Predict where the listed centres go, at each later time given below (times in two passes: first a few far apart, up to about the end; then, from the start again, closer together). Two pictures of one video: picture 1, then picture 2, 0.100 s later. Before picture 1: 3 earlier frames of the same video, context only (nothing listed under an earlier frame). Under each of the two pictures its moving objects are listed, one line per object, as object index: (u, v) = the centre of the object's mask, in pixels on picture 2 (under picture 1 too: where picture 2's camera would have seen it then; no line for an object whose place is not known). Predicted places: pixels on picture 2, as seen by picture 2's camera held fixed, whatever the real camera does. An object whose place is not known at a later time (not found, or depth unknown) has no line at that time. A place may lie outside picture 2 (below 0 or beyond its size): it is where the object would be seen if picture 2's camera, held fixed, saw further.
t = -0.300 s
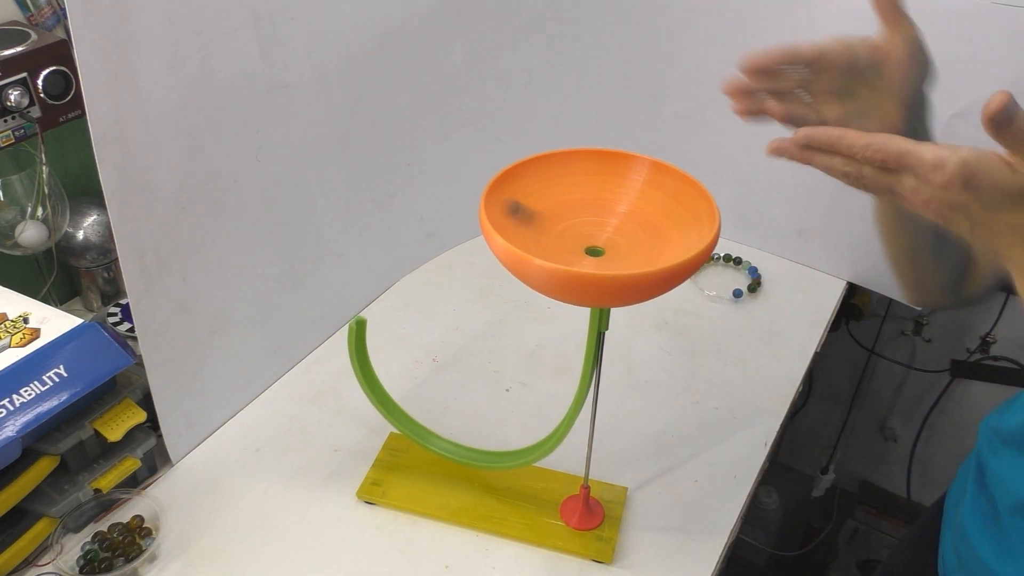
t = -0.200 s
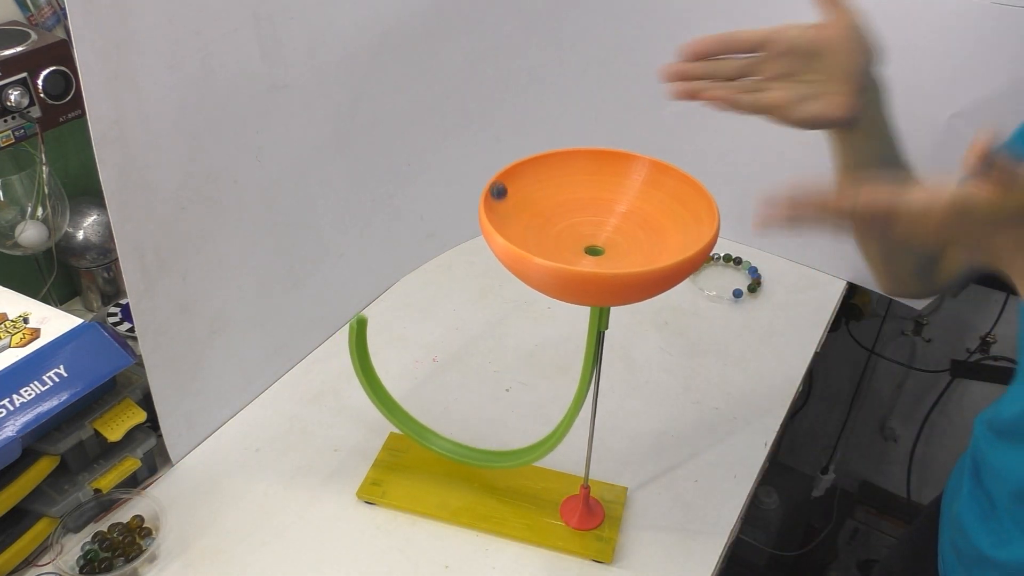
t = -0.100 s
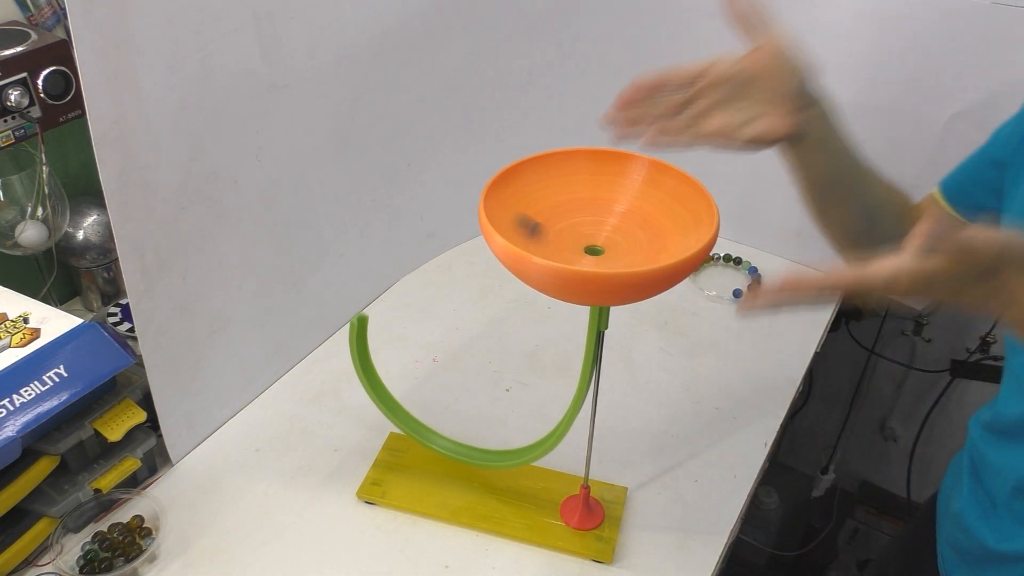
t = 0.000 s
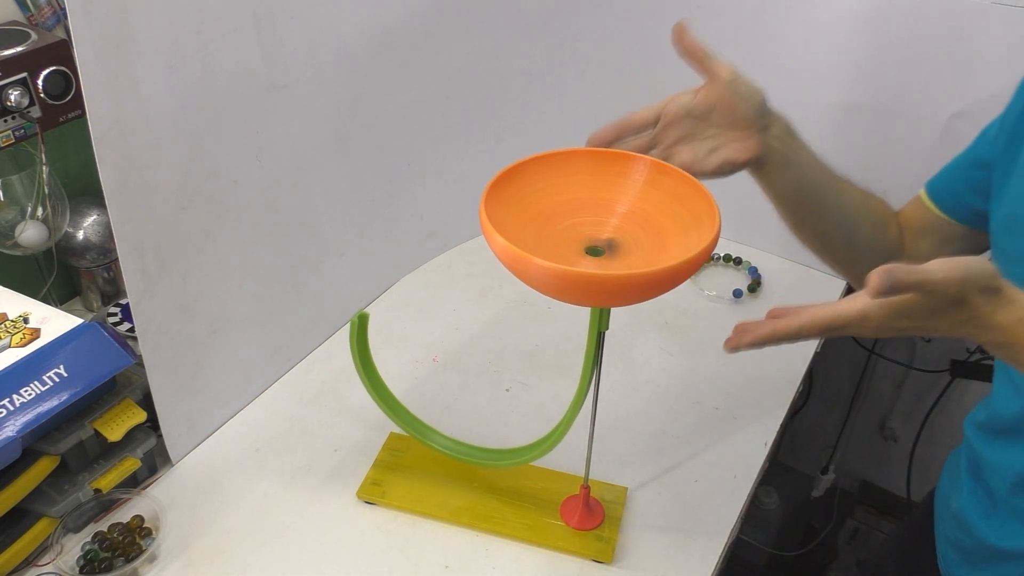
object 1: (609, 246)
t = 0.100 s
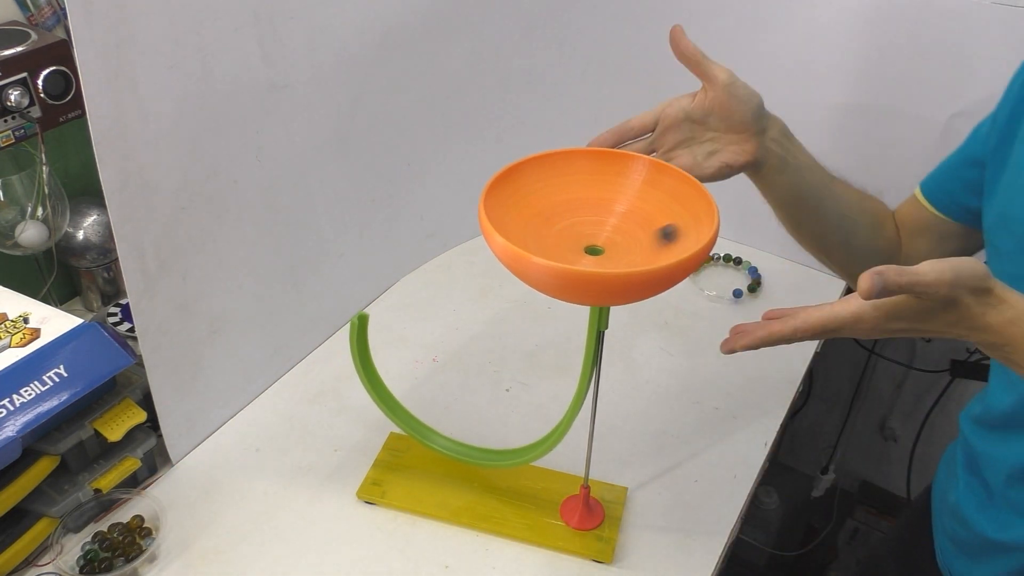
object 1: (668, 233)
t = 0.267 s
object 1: (651, 229)
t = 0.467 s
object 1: (521, 217)
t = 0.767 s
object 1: (602, 243)
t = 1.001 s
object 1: (642, 222)
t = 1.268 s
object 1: (558, 238)
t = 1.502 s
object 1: (568, 248)
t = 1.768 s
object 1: (628, 228)
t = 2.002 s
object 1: (593, 234)
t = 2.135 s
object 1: (570, 244)
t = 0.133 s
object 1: (677, 229)
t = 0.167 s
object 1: (679, 227)
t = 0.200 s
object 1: (675, 227)
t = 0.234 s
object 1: (664, 227)
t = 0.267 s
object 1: (651, 229)
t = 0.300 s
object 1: (631, 231)
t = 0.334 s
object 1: (606, 233)
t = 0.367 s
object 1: (579, 232)
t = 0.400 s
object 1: (559, 229)
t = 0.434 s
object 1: (537, 223)
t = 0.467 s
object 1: (521, 217)
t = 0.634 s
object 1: (524, 227)
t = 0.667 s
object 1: (538, 233)
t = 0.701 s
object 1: (557, 240)
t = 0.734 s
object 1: (579, 244)
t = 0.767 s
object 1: (602, 243)
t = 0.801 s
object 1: (620, 240)
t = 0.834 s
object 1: (636, 233)
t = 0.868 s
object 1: (646, 228)
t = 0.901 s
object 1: (650, 224)
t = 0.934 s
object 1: (650, 222)
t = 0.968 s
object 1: (648, 221)
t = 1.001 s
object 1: (642, 222)
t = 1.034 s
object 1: (634, 224)
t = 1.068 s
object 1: (624, 226)
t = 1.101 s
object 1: (613, 229)
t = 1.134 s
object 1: (600, 232)
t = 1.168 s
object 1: (587, 235)
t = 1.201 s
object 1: (576, 236)
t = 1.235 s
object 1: (566, 237)
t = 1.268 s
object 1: (558, 238)
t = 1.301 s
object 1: (553, 240)
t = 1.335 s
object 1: (551, 241)
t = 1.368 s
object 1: (551, 242)
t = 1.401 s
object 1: (552, 243)
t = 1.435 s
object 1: (555, 245)
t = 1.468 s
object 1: (561, 246)
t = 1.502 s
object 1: (568, 248)
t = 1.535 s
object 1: (577, 248)
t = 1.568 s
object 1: (588, 248)
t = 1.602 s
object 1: (598, 248)
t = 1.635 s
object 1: (608, 244)
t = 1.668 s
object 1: (616, 240)
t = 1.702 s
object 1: (622, 235)
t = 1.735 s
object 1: (626, 231)
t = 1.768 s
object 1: (628, 228)
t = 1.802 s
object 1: (628, 226)
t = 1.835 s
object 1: (626, 226)
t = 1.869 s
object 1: (622, 226)
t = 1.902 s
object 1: (617, 227)
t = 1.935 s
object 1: (610, 229)
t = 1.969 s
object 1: (602, 231)
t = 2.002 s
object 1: (593, 234)
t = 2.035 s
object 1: (585, 237)
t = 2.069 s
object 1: (578, 240)
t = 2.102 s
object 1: (573, 242)
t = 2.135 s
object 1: (570, 244)
